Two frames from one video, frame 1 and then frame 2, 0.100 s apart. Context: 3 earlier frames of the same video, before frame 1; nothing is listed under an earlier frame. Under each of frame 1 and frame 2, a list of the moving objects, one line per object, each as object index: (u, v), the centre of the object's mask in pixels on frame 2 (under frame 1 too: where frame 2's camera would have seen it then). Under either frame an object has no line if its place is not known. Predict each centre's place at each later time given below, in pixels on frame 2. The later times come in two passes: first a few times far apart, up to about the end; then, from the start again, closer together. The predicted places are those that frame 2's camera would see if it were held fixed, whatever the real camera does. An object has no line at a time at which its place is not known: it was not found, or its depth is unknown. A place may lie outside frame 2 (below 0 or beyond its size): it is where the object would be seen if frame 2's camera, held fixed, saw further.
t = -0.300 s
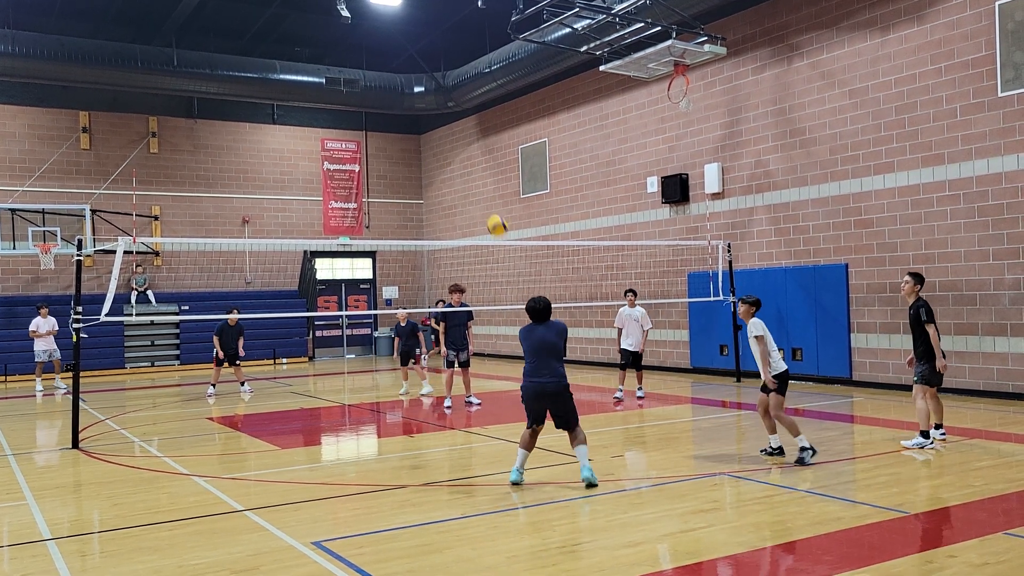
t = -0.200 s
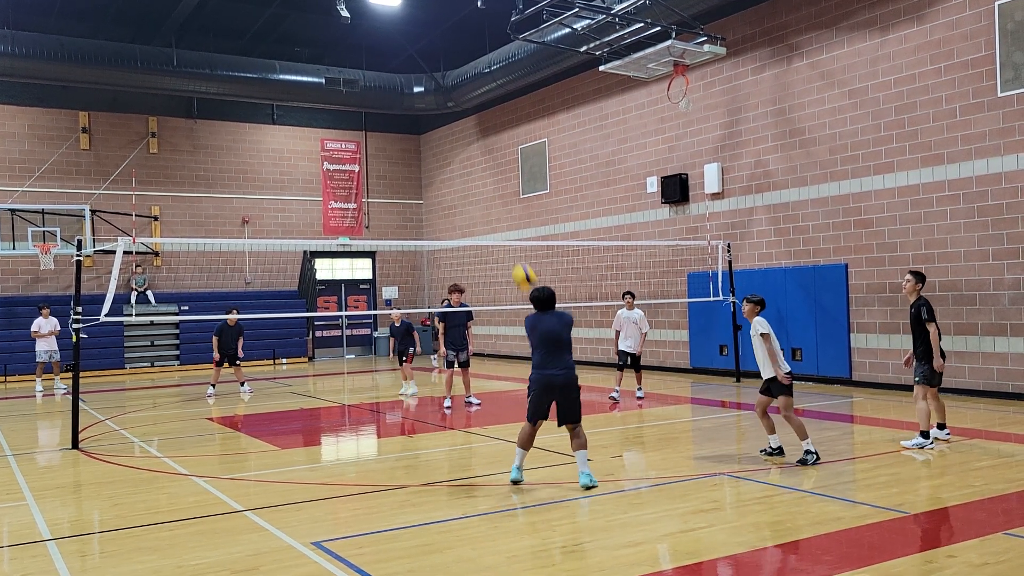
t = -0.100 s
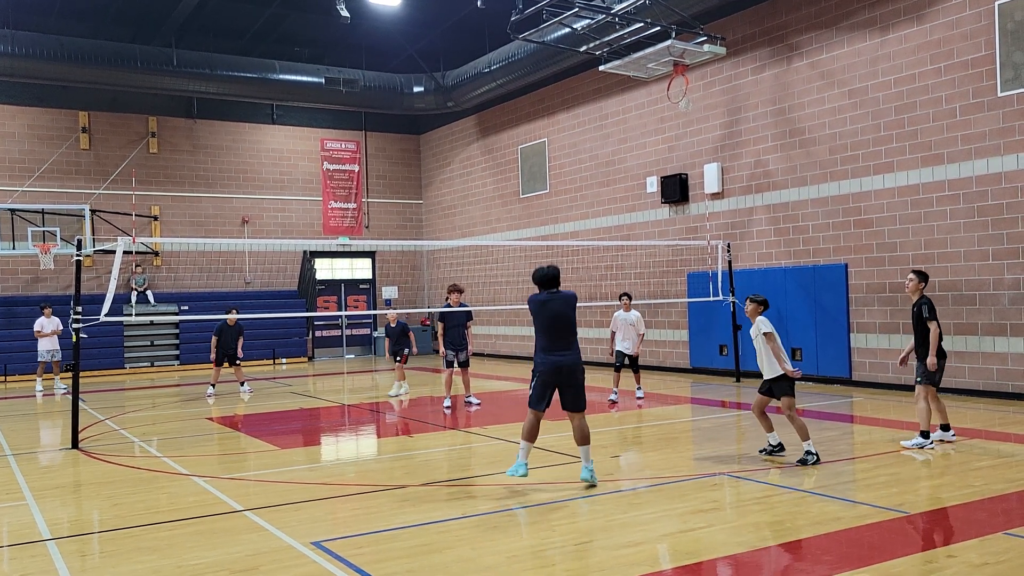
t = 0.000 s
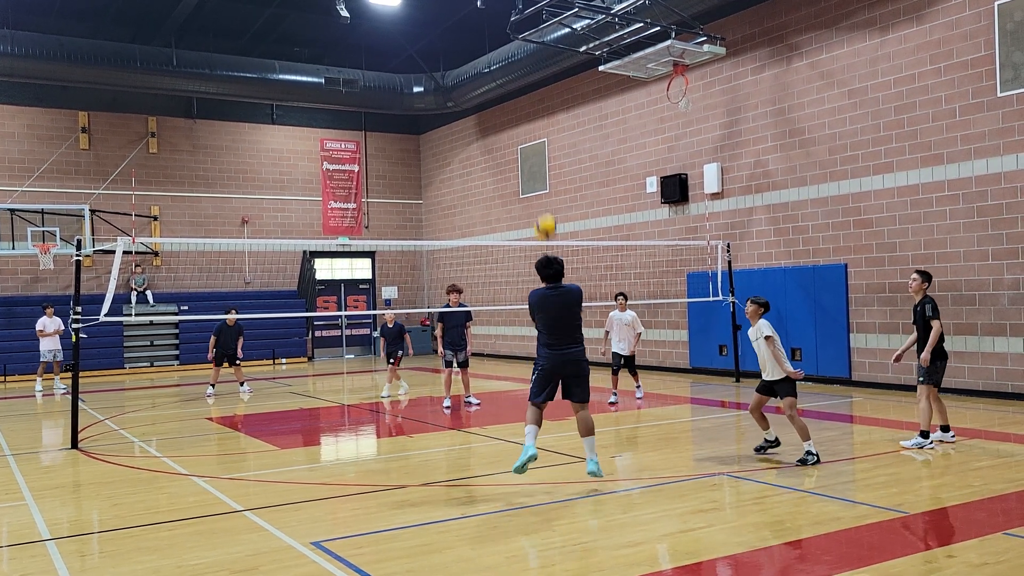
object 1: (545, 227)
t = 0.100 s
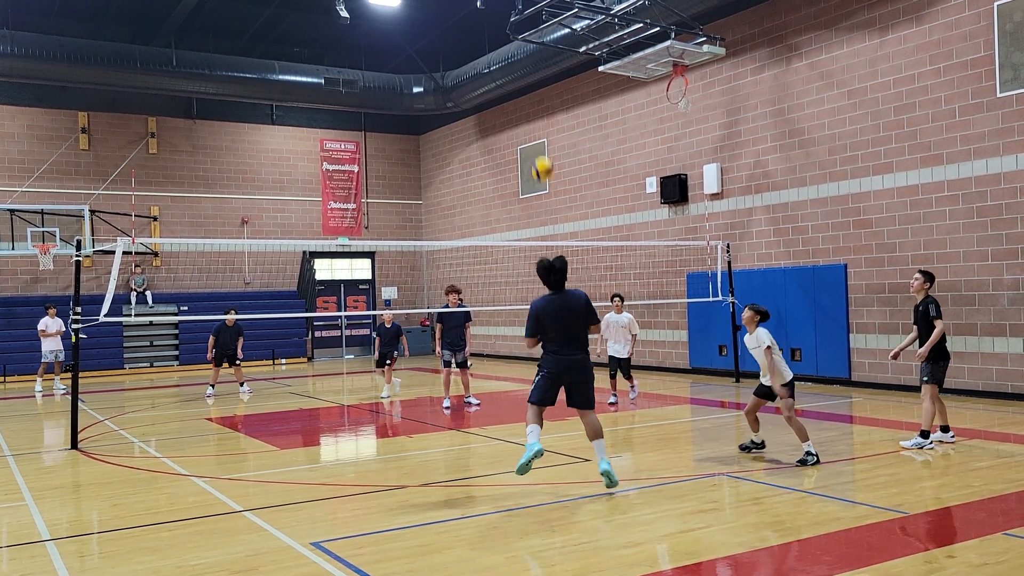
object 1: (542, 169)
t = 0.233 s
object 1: (539, 115)
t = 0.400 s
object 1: (537, 81)
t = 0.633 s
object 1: (536, 78)
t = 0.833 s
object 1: (535, 110)
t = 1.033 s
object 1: (537, 167)
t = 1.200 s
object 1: (540, 230)
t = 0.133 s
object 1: (542, 154)
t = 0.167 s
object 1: (541, 139)
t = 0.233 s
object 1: (539, 115)
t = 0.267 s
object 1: (539, 106)
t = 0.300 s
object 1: (538, 98)
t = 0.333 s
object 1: (538, 91)
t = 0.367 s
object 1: (537, 85)
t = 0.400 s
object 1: (537, 81)
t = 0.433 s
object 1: (536, 77)
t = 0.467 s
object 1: (536, 75)
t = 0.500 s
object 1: (536, 73)
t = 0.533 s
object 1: (536, 73)
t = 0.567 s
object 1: (535, 74)
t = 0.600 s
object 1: (535, 75)
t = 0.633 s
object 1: (536, 78)
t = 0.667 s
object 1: (535, 81)
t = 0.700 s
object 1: (535, 85)
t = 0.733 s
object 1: (535, 90)
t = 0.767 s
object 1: (535, 96)
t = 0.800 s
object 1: (535, 102)
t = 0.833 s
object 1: (535, 110)
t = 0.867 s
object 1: (536, 117)
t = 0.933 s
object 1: (536, 135)
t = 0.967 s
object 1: (536, 145)
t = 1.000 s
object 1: (536, 155)
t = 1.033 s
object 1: (537, 167)
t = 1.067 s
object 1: (537, 179)
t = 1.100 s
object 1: (537, 190)
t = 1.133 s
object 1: (538, 204)
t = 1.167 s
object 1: (539, 217)
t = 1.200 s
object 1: (540, 230)
